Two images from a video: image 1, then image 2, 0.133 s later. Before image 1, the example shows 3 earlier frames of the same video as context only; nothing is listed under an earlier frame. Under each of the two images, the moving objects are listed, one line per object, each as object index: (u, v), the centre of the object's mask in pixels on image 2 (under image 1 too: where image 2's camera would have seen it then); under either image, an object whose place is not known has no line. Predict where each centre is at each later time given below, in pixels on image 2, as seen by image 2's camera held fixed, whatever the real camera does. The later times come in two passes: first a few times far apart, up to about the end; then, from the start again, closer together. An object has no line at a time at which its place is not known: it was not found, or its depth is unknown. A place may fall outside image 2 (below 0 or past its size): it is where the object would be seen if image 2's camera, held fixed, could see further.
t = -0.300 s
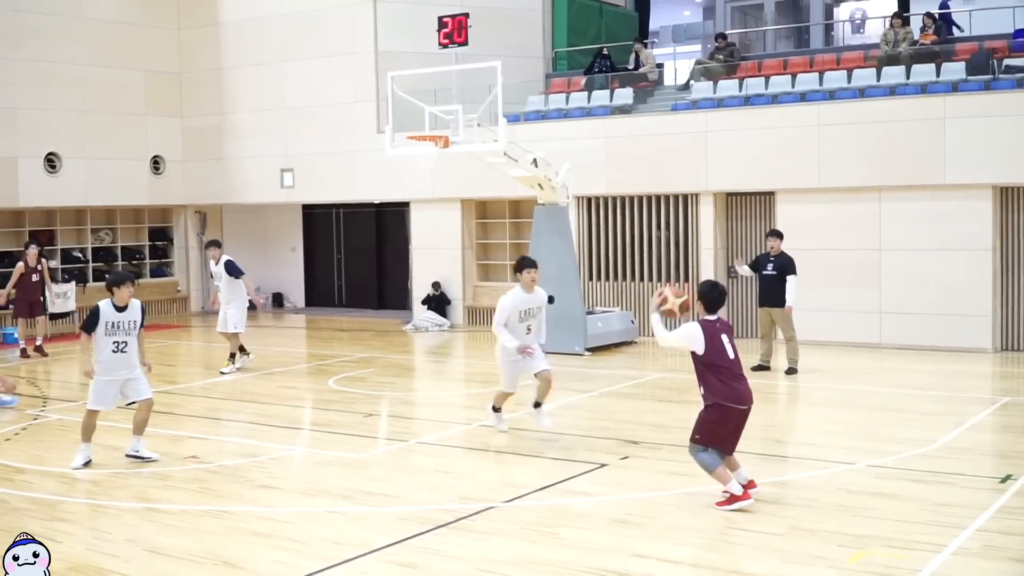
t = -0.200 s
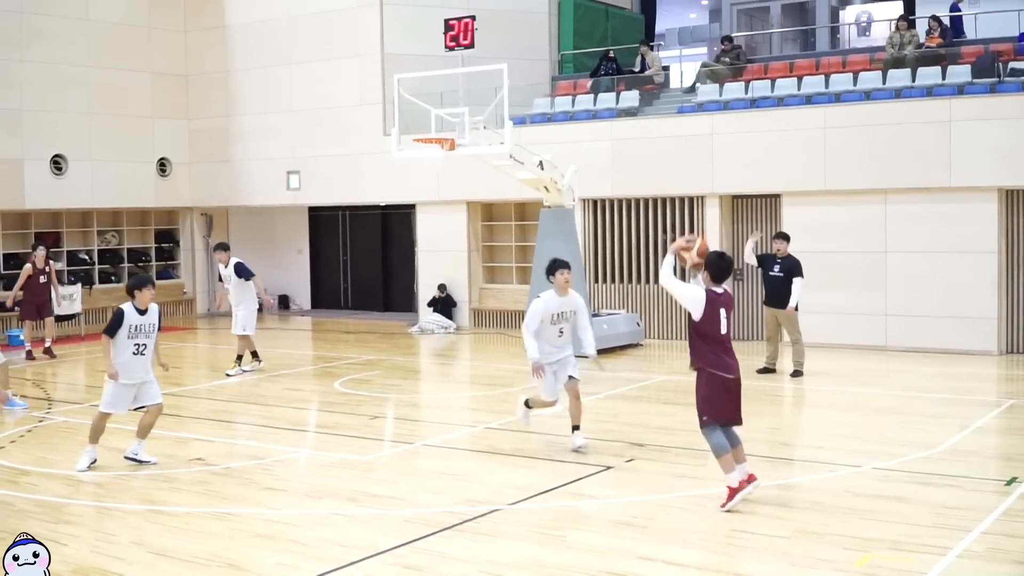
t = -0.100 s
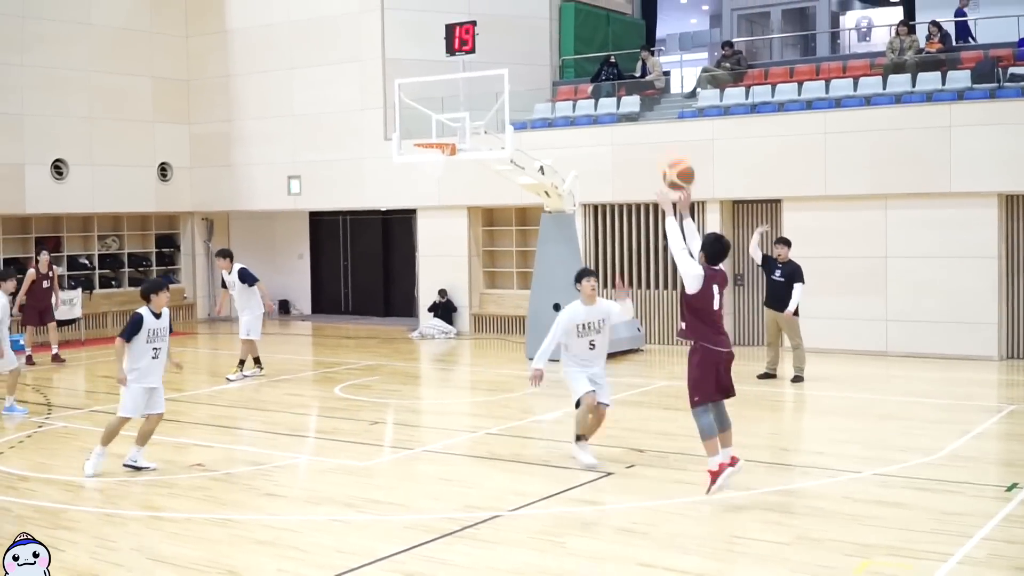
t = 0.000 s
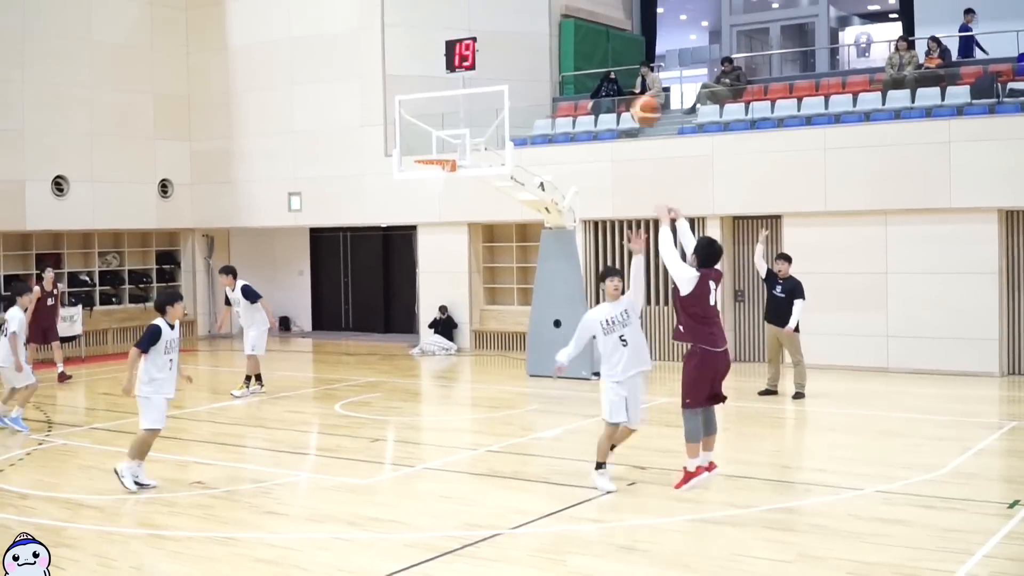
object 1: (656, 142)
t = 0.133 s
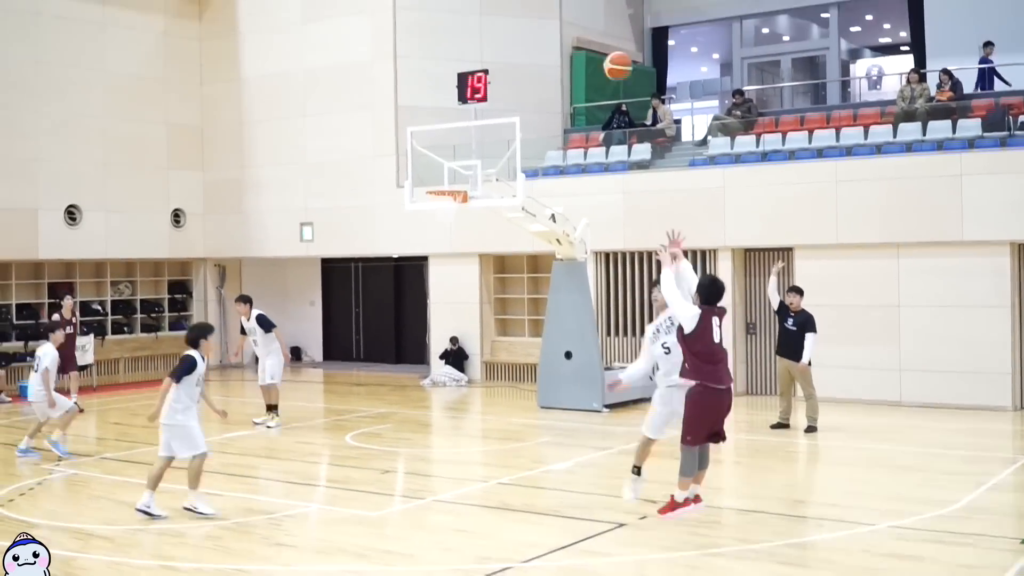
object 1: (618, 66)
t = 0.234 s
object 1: (594, 29)
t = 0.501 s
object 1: (543, -10)
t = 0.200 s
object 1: (602, 41)
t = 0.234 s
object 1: (594, 29)
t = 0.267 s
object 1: (586, 19)
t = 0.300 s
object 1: (579, 12)
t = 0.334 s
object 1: (572, 6)
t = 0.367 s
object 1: (565, 0)
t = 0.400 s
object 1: (560, -4)
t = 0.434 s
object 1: (553, -7)
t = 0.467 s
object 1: (548, -8)
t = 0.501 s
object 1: (543, -10)
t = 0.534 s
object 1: (538, -11)
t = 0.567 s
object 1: (532, -10)
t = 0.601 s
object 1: (528, -7)
